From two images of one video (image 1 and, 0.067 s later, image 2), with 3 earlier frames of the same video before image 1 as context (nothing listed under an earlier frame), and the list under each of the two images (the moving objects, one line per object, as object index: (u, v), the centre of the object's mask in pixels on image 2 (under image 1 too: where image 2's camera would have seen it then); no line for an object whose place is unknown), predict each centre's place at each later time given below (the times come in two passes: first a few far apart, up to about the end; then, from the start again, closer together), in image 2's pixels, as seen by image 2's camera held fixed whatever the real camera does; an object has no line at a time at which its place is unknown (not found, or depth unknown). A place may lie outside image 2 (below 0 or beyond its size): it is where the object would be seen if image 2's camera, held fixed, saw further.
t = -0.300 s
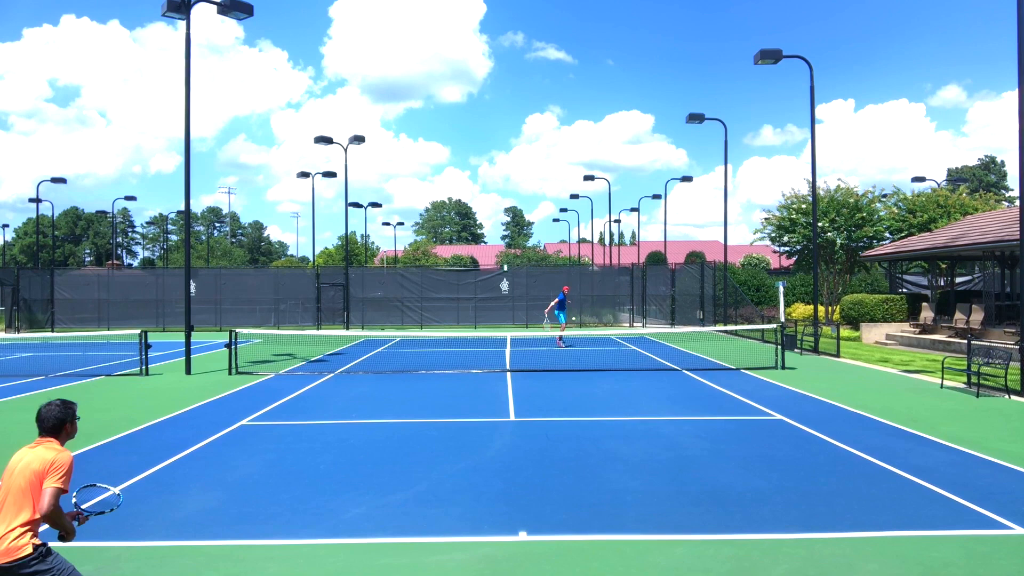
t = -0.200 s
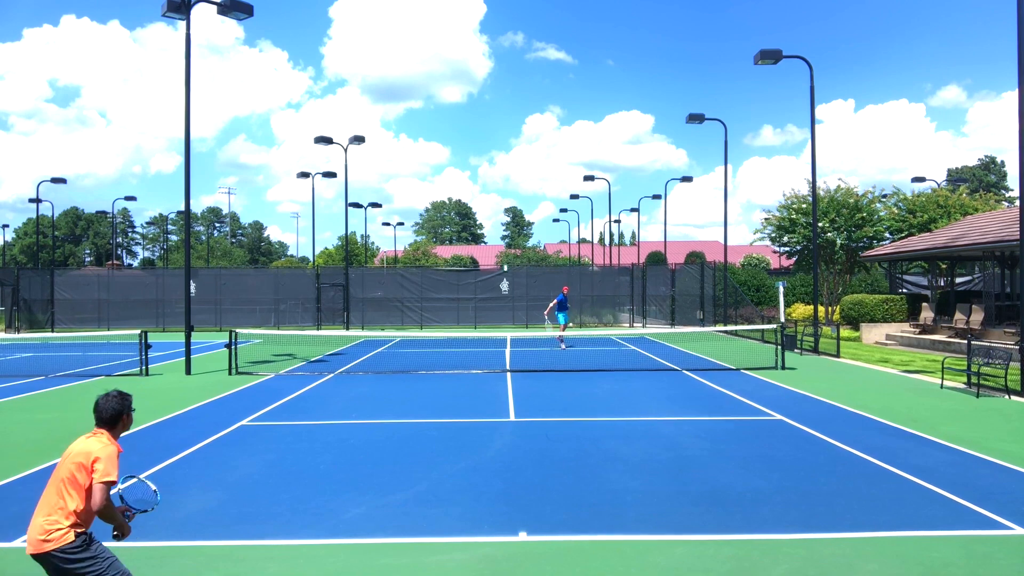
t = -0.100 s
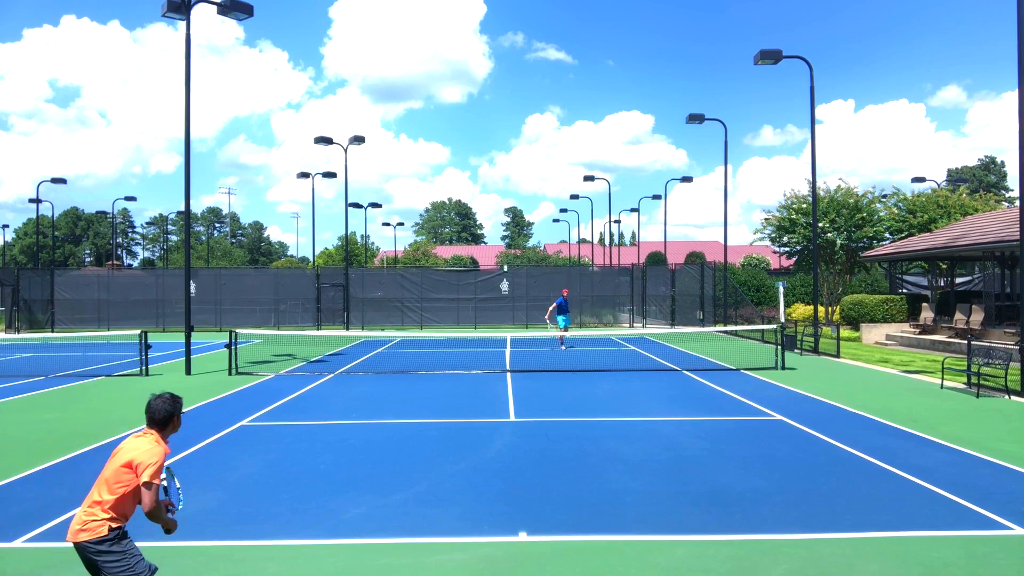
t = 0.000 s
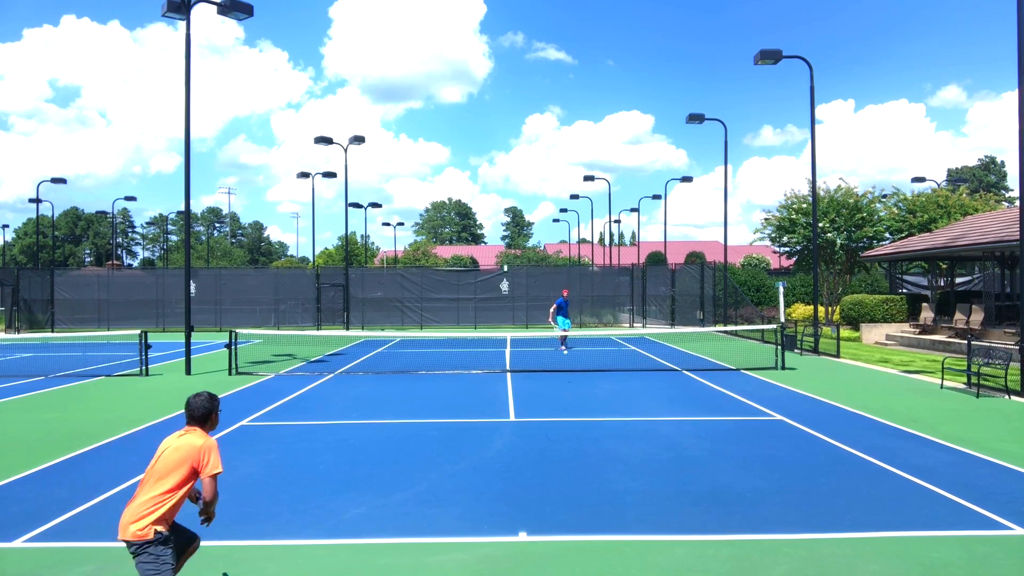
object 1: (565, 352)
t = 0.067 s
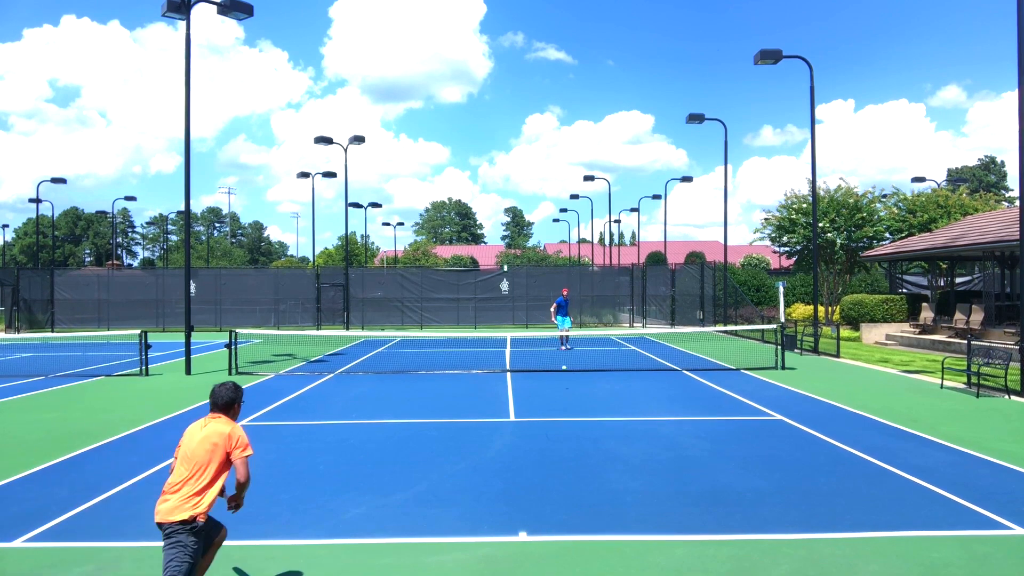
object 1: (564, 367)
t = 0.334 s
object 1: (566, 382)
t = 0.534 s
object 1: (575, 381)
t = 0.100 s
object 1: (563, 377)
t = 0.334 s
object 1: (566, 382)
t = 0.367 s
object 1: (568, 380)
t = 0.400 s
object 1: (569, 378)
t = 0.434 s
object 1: (570, 378)
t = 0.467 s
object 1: (572, 378)
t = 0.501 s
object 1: (573, 379)
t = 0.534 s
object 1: (575, 381)
